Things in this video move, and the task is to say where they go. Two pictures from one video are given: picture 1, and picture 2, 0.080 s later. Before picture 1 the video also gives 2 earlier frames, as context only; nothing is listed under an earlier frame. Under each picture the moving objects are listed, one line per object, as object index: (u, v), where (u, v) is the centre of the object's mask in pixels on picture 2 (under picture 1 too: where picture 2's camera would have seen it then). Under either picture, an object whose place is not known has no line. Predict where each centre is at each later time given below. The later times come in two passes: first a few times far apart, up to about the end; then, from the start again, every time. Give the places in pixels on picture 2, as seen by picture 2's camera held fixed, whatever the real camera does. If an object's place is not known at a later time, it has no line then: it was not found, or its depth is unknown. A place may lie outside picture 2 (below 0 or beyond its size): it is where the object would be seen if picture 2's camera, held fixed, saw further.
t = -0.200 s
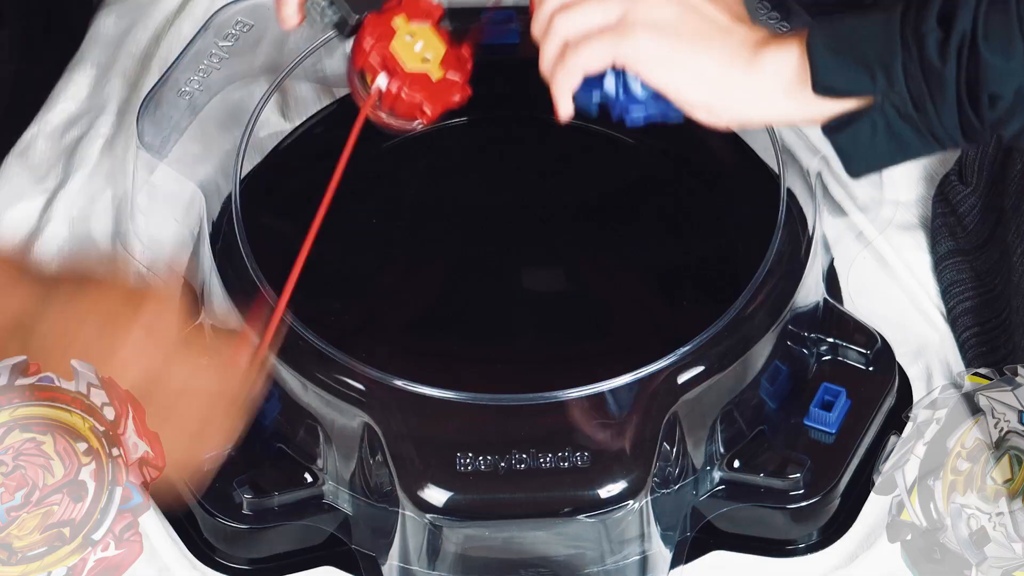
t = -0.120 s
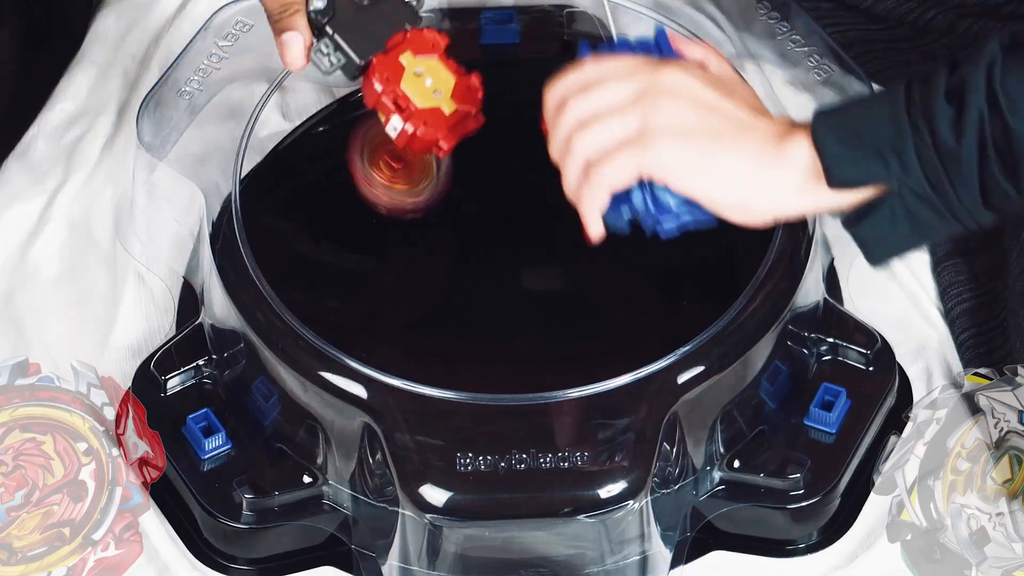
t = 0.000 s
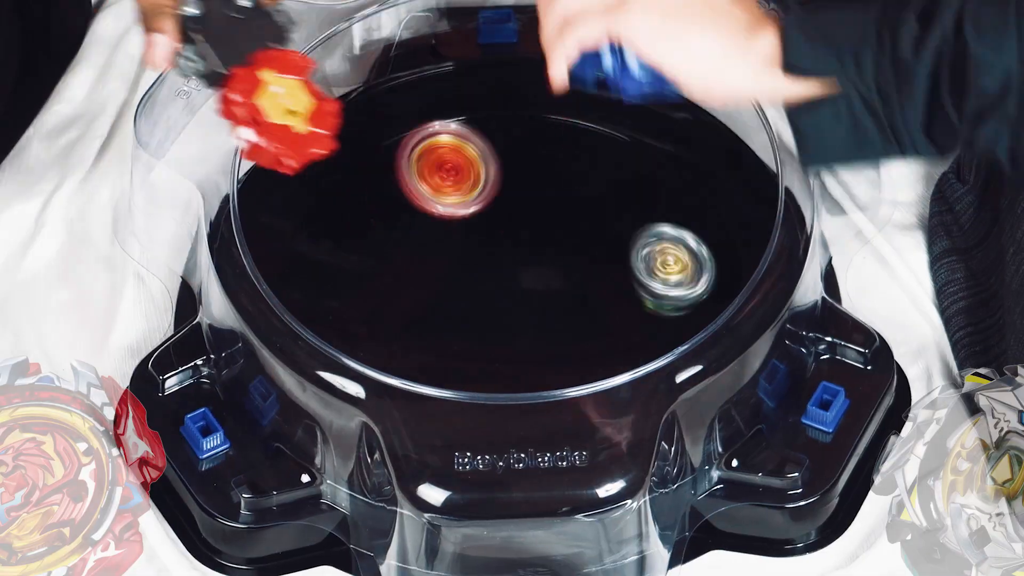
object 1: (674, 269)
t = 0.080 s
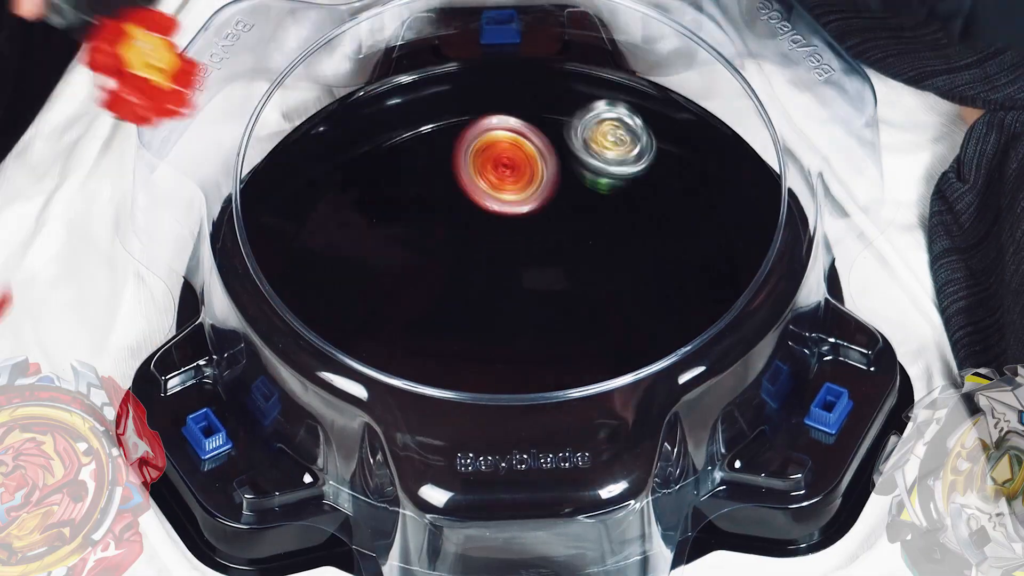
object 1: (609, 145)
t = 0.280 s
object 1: (440, 91)
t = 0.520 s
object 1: (386, 315)
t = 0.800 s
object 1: (578, 342)
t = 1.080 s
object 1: (584, 208)
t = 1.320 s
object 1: (447, 222)
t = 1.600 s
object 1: (480, 340)
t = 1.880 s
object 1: (593, 317)
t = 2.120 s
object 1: (561, 347)
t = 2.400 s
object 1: (616, 365)
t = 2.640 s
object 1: (574, 330)
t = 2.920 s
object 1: (469, 283)
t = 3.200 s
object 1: (434, 291)
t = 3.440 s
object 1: (396, 297)
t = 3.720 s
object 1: (350, 328)
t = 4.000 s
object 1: (440, 297)
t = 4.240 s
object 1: (349, 367)
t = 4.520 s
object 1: (501, 313)
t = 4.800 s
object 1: (549, 362)
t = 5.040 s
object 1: (562, 318)
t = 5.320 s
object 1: (518, 317)
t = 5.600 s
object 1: (483, 330)
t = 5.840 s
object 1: (493, 314)
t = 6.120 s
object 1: (432, 317)
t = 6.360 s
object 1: (475, 320)
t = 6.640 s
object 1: (493, 335)
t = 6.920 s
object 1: (472, 362)
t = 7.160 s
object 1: (420, 321)
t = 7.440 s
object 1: (411, 276)
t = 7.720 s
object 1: (464, 226)
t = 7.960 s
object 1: (487, 212)
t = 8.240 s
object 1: (515, 256)
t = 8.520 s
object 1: (458, 294)
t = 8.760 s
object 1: (438, 279)
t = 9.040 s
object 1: (475, 242)
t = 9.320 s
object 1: (524, 254)
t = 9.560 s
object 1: (527, 230)
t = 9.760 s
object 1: (505, 242)
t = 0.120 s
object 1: (570, 95)
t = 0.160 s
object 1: (534, 63)
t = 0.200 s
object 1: (498, 51)
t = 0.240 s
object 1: (467, 66)
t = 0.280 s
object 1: (440, 91)
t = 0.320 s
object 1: (412, 130)
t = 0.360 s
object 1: (392, 174)
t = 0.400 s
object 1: (381, 214)
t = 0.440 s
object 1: (376, 252)
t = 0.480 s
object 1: (377, 287)
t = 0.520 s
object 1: (386, 315)
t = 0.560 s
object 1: (406, 337)
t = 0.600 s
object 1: (432, 350)
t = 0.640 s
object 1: (460, 359)
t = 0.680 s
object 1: (492, 362)
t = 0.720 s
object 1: (523, 359)
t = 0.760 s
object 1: (552, 353)
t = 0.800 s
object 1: (578, 342)
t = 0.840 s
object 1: (599, 325)
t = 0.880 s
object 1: (614, 304)
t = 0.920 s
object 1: (622, 283)
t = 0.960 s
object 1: (621, 261)
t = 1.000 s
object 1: (614, 241)
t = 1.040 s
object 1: (601, 223)
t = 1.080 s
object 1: (584, 208)
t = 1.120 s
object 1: (562, 198)
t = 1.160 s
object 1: (537, 192)
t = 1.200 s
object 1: (511, 193)
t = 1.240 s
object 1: (488, 199)
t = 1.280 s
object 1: (467, 209)
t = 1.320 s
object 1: (447, 222)
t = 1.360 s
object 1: (434, 238)
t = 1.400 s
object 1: (424, 257)
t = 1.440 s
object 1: (423, 277)
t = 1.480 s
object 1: (429, 297)
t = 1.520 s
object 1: (442, 314)
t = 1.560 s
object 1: (459, 328)
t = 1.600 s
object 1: (480, 340)
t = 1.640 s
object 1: (504, 347)
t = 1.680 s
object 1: (529, 348)
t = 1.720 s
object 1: (553, 344)
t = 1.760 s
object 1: (573, 334)
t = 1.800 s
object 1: (587, 321)
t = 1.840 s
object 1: (595, 305)
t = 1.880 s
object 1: (593, 317)
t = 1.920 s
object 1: (588, 329)
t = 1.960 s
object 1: (582, 337)
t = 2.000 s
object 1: (576, 343)
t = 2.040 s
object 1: (570, 347)
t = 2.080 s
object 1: (565, 348)
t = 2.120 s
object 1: (561, 347)
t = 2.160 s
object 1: (556, 347)
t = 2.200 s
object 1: (548, 343)
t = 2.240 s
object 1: (540, 339)
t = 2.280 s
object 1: (557, 347)
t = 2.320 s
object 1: (583, 354)
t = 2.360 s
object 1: (604, 363)
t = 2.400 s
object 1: (616, 365)
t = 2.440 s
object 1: (621, 364)
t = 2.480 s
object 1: (618, 357)
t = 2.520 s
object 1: (611, 346)
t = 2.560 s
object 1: (601, 343)
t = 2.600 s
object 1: (589, 338)
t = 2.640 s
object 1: (574, 330)
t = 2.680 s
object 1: (561, 321)
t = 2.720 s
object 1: (548, 310)
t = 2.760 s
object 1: (530, 300)
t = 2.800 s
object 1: (511, 297)
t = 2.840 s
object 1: (496, 292)
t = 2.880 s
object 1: (479, 287)
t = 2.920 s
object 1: (469, 283)
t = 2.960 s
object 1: (457, 281)
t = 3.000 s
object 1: (447, 280)
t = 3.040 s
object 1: (438, 282)
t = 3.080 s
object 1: (434, 284)
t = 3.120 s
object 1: (434, 289)
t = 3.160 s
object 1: (435, 290)
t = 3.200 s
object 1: (434, 291)
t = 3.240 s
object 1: (435, 291)
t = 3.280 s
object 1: (423, 290)
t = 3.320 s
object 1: (404, 295)
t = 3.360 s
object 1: (394, 295)
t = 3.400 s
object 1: (392, 295)
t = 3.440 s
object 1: (396, 297)
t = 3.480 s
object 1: (400, 299)
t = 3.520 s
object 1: (406, 302)
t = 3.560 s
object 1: (382, 313)
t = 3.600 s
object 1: (361, 319)
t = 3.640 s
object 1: (350, 326)
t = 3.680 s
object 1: (347, 328)
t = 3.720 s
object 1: (350, 328)
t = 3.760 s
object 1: (362, 323)
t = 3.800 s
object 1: (372, 321)
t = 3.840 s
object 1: (388, 316)
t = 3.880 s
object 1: (405, 309)
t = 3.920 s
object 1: (423, 301)
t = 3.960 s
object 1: (441, 293)
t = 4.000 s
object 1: (440, 297)
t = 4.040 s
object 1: (396, 322)
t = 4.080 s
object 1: (365, 331)
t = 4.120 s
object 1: (339, 345)
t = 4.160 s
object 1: (326, 359)
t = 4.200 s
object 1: (335, 361)
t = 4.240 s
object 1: (349, 367)
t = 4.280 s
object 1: (371, 362)
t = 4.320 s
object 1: (394, 351)
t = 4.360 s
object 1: (418, 351)
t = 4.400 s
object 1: (442, 346)
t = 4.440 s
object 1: (464, 336)
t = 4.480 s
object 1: (483, 326)
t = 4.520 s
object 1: (501, 313)
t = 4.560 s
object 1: (515, 302)
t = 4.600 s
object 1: (523, 322)
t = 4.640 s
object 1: (531, 343)
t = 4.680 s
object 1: (537, 357)
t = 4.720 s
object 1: (543, 362)
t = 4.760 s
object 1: (547, 363)
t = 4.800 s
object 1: (549, 362)
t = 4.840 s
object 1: (549, 358)
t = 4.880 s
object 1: (550, 352)
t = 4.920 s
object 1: (555, 345)
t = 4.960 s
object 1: (556, 334)
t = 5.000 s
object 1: (559, 326)
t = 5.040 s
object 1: (562, 318)
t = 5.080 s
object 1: (559, 319)
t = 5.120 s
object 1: (549, 323)
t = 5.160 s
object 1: (541, 326)
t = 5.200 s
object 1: (534, 325)
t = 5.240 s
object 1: (528, 324)
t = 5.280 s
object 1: (523, 320)
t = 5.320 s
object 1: (518, 317)
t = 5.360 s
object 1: (515, 313)
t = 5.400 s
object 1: (514, 310)
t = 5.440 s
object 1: (513, 305)
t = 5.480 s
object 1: (509, 310)
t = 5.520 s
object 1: (495, 321)
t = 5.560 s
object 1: (486, 326)
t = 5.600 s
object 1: (483, 330)
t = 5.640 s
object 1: (482, 329)
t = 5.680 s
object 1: (484, 325)
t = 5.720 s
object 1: (487, 323)
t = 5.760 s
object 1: (488, 320)
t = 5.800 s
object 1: (489, 316)
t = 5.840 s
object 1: (493, 314)
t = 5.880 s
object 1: (495, 312)
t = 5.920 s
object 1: (495, 310)
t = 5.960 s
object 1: (477, 311)
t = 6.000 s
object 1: (455, 314)
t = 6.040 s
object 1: (440, 315)
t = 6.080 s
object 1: (432, 316)
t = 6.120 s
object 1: (432, 317)
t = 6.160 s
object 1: (436, 318)
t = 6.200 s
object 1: (445, 319)
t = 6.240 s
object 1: (453, 320)
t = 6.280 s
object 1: (461, 321)
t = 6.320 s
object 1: (468, 321)
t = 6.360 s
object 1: (475, 320)
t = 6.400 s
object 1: (481, 319)
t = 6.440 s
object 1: (488, 318)
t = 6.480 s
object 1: (495, 317)
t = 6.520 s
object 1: (491, 324)
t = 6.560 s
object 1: (490, 329)
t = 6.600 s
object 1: (491, 333)
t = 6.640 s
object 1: (493, 335)
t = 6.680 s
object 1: (495, 337)
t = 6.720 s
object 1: (497, 337)
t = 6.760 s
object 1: (498, 339)
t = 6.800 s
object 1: (491, 348)
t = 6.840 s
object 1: (480, 357)
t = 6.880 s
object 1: (474, 361)
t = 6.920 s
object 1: (472, 362)
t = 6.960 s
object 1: (468, 361)
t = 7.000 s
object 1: (454, 355)
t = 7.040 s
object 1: (442, 351)
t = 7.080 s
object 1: (431, 341)
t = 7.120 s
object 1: (423, 331)
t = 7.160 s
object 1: (420, 321)
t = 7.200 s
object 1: (420, 313)
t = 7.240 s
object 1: (422, 305)
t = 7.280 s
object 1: (424, 298)
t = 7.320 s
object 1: (420, 292)
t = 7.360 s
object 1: (411, 288)
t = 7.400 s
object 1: (408, 283)
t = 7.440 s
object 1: (411, 276)
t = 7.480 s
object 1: (417, 270)
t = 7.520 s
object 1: (425, 264)
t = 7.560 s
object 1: (435, 261)
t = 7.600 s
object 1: (440, 252)
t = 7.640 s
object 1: (445, 239)
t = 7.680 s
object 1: (452, 230)
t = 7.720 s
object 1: (464, 226)
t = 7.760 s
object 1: (476, 223)
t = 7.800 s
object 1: (486, 222)
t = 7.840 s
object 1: (484, 215)
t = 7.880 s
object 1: (483, 210)
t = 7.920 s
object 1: (486, 209)
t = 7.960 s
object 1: (487, 212)
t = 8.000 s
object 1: (494, 219)
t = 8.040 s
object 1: (499, 219)
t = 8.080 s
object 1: (505, 224)
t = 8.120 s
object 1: (508, 230)
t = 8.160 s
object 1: (513, 238)
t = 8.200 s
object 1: (514, 247)
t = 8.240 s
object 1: (515, 256)
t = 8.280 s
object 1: (501, 263)
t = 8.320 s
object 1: (494, 269)
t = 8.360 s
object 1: (485, 277)
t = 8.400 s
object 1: (479, 283)
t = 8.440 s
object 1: (471, 291)
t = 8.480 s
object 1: (463, 294)
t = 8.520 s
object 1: (458, 294)
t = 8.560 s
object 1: (450, 293)
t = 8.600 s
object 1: (445, 290)
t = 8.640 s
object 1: (441, 289)
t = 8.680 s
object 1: (437, 285)
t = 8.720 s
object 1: (438, 281)
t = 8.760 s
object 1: (438, 279)
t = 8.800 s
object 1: (439, 273)
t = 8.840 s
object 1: (445, 269)
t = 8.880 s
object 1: (448, 267)
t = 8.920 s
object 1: (451, 259)
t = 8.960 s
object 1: (460, 252)
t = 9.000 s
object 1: (468, 246)
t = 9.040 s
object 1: (475, 242)
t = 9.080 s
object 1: (485, 242)
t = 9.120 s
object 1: (490, 245)
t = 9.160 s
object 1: (497, 245)
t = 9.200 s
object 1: (505, 250)
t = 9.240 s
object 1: (509, 257)
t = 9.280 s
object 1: (515, 261)
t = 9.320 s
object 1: (524, 254)
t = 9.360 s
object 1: (528, 240)
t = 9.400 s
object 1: (530, 230)
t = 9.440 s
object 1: (532, 223)
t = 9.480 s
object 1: (533, 223)
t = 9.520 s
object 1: (531, 226)
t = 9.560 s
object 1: (527, 230)
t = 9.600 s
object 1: (522, 232)
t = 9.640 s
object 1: (520, 235)
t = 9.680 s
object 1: (516, 238)
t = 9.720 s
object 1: (511, 241)
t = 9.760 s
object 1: (505, 242)
